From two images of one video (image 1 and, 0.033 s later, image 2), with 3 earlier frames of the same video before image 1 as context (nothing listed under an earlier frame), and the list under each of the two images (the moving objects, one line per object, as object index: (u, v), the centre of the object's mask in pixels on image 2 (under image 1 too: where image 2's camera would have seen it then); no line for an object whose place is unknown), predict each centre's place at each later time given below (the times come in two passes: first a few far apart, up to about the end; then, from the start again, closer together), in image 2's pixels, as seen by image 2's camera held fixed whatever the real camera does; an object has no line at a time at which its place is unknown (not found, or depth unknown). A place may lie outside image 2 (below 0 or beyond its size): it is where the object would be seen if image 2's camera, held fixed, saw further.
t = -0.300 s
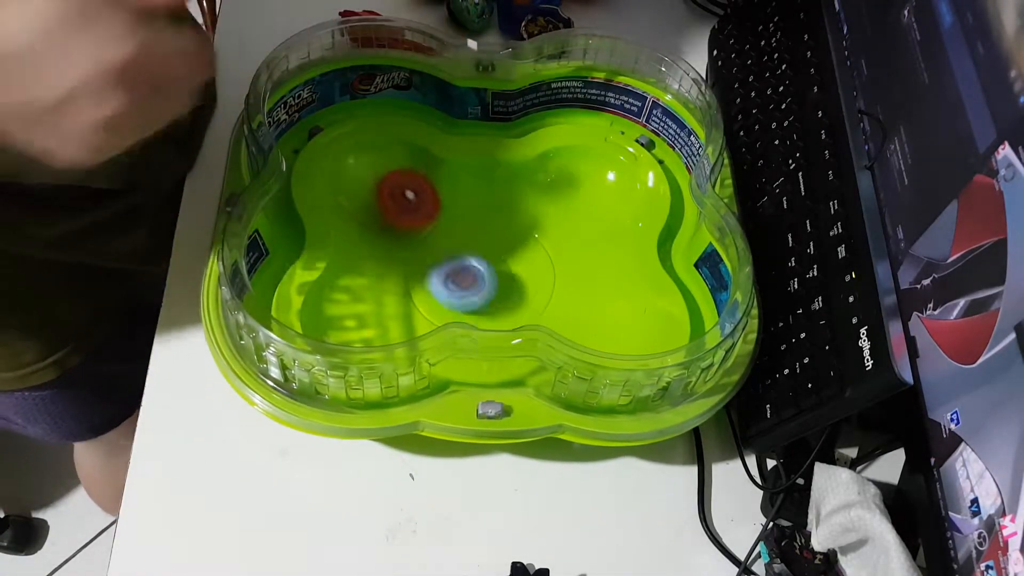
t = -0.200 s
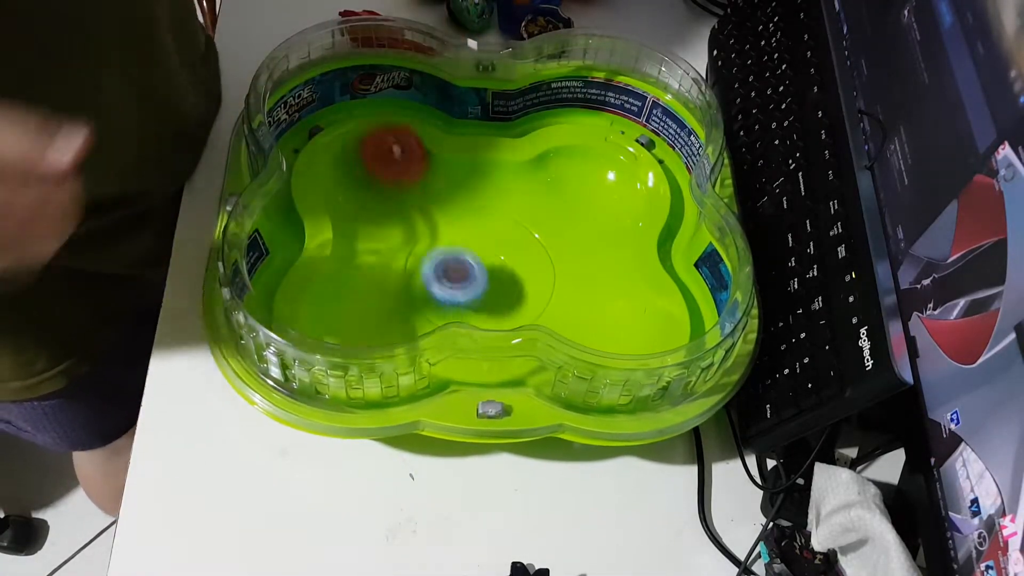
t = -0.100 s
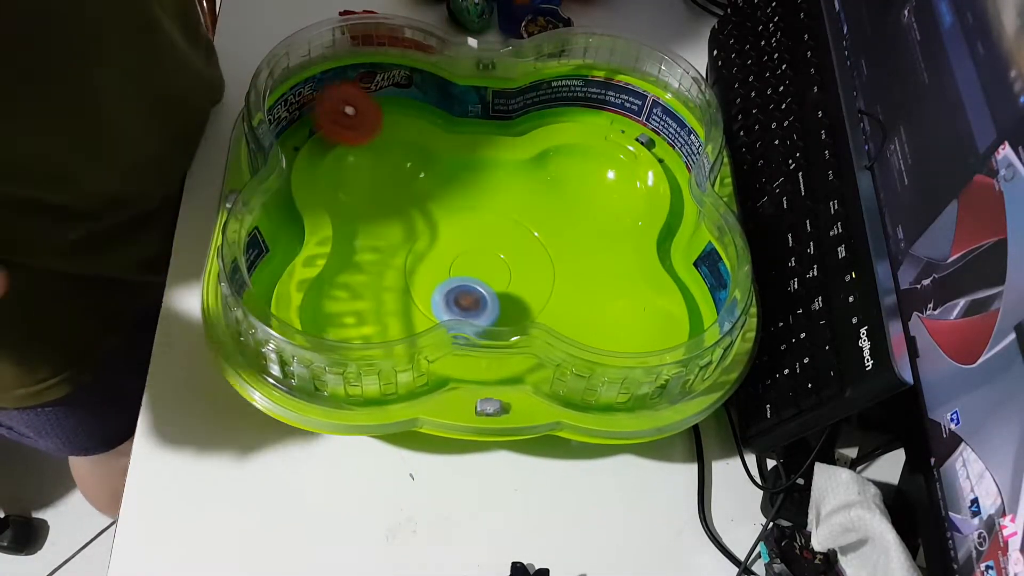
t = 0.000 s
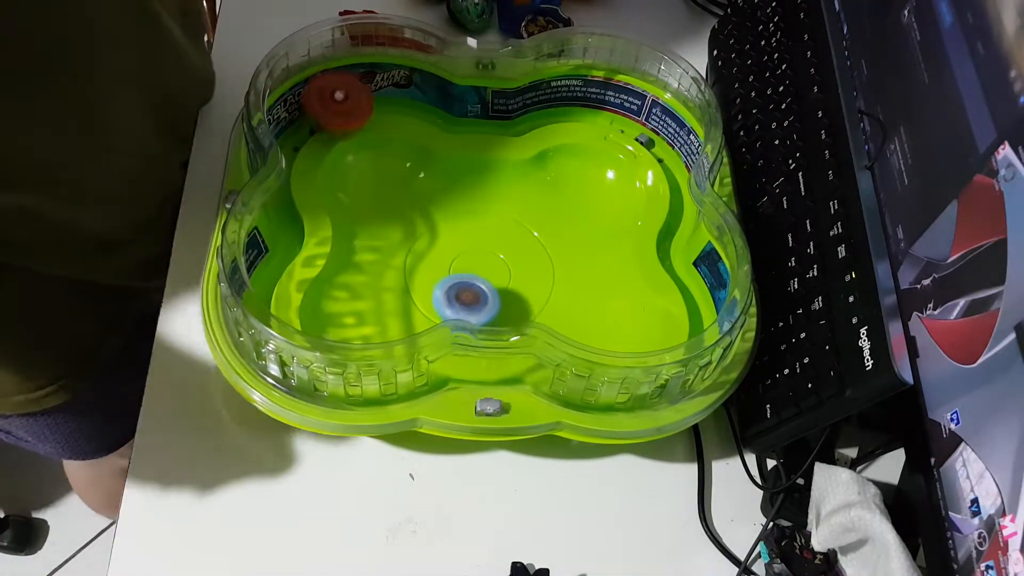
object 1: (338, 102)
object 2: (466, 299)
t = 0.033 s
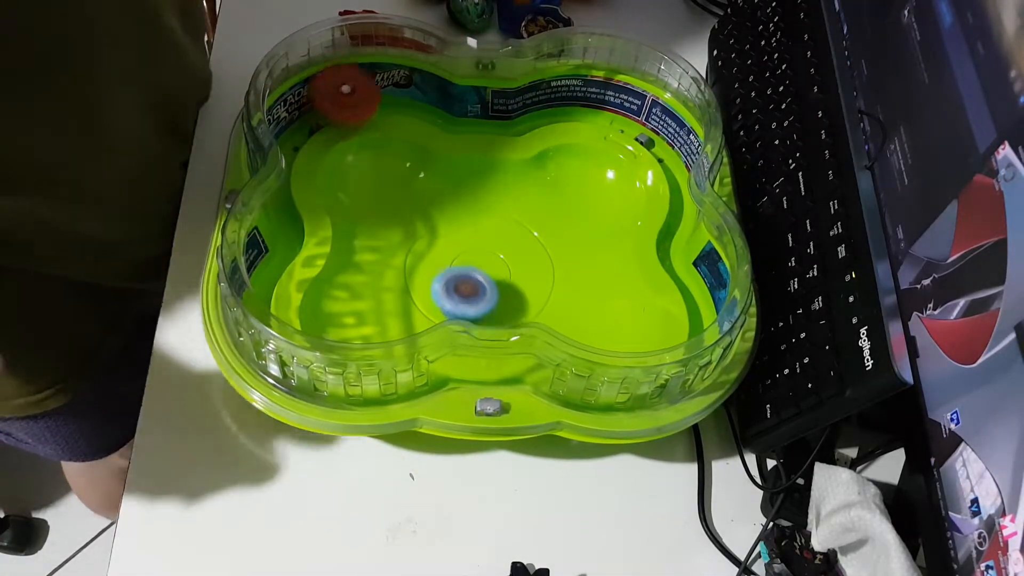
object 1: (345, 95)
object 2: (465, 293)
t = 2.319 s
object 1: (456, 212)
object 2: (379, 233)
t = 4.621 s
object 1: (575, 319)
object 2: (475, 232)
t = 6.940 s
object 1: (597, 303)
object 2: (572, 181)
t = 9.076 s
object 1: (569, 310)
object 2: (544, 195)
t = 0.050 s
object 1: (350, 92)
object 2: (463, 289)
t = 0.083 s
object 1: (360, 89)
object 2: (460, 279)
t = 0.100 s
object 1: (367, 90)
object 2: (459, 275)
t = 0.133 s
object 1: (380, 89)
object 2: (459, 265)
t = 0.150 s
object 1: (388, 89)
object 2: (460, 260)
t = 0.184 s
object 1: (405, 91)
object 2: (464, 251)
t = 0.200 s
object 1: (412, 92)
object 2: (468, 246)
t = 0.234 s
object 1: (429, 98)
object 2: (477, 238)
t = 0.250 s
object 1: (437, 103)
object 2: (482, 235)
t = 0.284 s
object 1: (450, 110)
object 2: (494, 229)
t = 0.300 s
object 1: (455, 115)
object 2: (500, 227)
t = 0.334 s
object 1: (462, 124)
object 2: (513, 224)
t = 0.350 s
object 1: (465, 130)
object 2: (519, 224)
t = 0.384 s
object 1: (468, 146)
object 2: (534, 224)
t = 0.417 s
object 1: (471, 172)
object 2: (549, 226)
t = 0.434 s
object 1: (470, 184)
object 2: (555, 227)
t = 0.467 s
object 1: (469, 220)
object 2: (567, 228)
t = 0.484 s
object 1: (468, 230)
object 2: (572, 230)
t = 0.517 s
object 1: (468, 251)
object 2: (577, 233)
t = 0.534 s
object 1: (471, 262)
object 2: (577, 236)
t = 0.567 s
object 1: (479, 280)
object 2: (578, 242)
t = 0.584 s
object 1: (484, 288)
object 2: (577, 246)
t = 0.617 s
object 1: (498, 300)
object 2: (573, 255)
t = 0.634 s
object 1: (507, 307)
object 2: (570, 261)
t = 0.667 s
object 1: (526, 316)
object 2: (565, 272)
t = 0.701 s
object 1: (544, 325)
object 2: (561, 272)
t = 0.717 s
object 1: (557, 320)
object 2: (561, 268)
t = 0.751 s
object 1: (579, 329)
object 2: (561, 259)
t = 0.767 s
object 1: (592, 329)
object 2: (561, 255)
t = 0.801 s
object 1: (608, 333)
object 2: (558, 249)
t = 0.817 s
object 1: (617, 332)
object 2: (556, 247)
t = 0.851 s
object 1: (630, 327)
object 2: (551, 244)
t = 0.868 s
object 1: (634, 322)
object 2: (548, 242)
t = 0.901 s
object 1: (632, 299)
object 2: (538, 238)
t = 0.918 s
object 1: (625, 287)
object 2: (532, 235)
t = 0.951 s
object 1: (605, 266)
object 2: (521, 229)
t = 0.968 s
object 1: (593, 258)
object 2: (516, 226)
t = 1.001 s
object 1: (572, 240)
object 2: (507, 218)
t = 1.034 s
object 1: (561, 228)
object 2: (493, 208)
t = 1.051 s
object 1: (559, 222)
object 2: (484, 203)
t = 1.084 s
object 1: (554, 214)
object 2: (467, 195)
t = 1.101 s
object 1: (551, 211)
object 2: (459, 193)
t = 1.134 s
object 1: (540, 208)
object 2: (443, 192)
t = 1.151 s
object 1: (533, 208)
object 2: (435, 194)
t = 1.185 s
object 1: (519, 208)
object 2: (421, 198)
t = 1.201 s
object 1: (511, 210)
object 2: (414, 202)
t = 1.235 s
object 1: (493, 213)
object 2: (401, 206)
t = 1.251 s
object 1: (483, 214)
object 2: (394, 207)
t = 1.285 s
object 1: (468, 217)
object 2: (383, 209)
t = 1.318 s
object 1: (453, 220)
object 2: (375, 208)
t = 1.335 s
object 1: (447, 222)
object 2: (372, 208)
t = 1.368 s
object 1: (434, 226)
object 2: (369, 207)
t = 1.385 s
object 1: (432, 228)
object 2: (366, 205)
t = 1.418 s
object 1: (434, 236)
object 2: (357, 197)
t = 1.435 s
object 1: (434, 239)
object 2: (356, 193)
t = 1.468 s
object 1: (436, 248)
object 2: (356, 186)
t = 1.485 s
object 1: (436, 252)
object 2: (361, 179)
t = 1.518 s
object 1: (434, 262)
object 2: (368, 170)
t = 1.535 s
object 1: (434, 265)
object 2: (374, 164)
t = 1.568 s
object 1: (435, 272)
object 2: (385, 154)
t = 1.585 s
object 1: (436, 275)
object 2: (391, 151)
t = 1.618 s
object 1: (442, 278)
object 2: (404, 151)
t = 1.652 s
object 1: (450, 281)
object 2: (413, 161)
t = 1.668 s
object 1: (455, 282)
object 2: (416, 168)
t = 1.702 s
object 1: (466, 282)
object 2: (423, 189)
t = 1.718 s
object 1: (472, 283)
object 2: (426, 199)
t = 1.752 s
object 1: (484, 283)
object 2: (431, 220)
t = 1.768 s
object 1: (490, 283)
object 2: (433, 231)
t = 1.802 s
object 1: (502, 280)
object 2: (437, 248)
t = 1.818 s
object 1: (507, 278)
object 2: (440, 257)
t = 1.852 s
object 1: (516, 274)
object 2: (445, 275)
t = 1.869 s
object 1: (518, 272)
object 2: (447, 280)
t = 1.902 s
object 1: (522, 265)
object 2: (451, 292)
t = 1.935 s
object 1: (522, 257)
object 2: (455, 297)
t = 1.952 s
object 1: (520, 253)
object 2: (456, 299)
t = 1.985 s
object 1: (520, 244)
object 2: (457, 302)
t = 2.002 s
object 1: (521, 240)
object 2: (457, 302)
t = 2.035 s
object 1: (520, 234)
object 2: (456, 302)
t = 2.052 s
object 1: (518, 231)
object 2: (455, 300)
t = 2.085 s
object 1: (512, 226)
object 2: (452, 297)
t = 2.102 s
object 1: (510, 224)
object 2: (449, 295)
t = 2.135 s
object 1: (500, 221)
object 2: (444, 285)
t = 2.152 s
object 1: (494, 219)
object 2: (441, 281)
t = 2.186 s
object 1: (483, 217)
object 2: (433, 268)
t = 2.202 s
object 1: (478, 218)
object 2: (429, 260)
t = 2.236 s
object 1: (471, 215)
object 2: (418, 251)
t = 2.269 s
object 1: (467, 213)
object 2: (401, 245)
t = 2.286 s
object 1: (464, 213)
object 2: (394, 242)
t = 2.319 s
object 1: (456, 212)
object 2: (379, 233)
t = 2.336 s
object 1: (451, 212)
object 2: (374, 229)
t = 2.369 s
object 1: (443, 212)
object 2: (365, 216)
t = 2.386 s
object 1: (439, 212)
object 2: (362, 211)
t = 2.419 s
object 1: (433, 213)
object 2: (362, 200)
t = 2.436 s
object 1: (431, 214)
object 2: (363, 194)
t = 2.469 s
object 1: (437, 220)
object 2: (361, 179)
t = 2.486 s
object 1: (441, 224)
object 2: (359, 168)
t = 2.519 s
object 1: (448, 231)
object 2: (365, 153)
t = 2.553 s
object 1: (456, 240)
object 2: (380, 143)
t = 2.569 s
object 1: (459, 244)
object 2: (388, 141)
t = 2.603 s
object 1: (469, 252)
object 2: (405, 146)
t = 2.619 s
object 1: (474, 256)
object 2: (412, 155)
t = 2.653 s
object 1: (484, 261)
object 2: (422, 175)
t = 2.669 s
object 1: (490, 264)
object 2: (428, 190)
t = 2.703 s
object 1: (502, 267)
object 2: (437, 219)
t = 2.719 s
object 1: (509, 270)
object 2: (442, 233)
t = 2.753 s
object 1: (519, 273)
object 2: (450, 257)
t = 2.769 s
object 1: (526, 274)
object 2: (455, 272)
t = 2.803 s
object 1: (535, 276)
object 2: (460, 291)
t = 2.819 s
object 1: (539, 277)
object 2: (463, 306)
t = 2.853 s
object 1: (546, 278)
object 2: (468, 315)
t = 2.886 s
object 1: (551, 280)
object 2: (471, 322)
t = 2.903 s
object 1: (552, 280)
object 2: (473, 323)
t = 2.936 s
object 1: (554, 280)
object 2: (476, 324)
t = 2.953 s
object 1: (554, 281)
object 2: (478, 323)
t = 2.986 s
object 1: (554, 281)
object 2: (481, 317)
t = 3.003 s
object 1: (554, 283)
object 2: (483, 309)
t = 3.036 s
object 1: (553, 285)
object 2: (485, 296)
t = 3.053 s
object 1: (553, 287)
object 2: (485, 287)
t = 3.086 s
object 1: (555, 290)
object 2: (484, 270)
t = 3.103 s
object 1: (556, 291)
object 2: (484, 262)
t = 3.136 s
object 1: (559, 295)
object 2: (483, 246)
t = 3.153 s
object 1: (560, 297)
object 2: (483, 238)
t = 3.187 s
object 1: (563, 301)
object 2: (484, 226)
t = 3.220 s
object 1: (568, 305)
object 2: (487, 217)
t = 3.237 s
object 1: (570, 307)
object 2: (489, 214)
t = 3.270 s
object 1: (575, 311)
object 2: (494, 210)
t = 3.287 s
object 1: (578, 313)
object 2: (496, 210)
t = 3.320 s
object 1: (583, 317)
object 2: (503, 213)
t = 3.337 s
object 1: (586, 318)
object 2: (506, 214)
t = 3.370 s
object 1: (591, 321)
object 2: (516, 222)
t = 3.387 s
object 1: (593, 322)
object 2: (522, 227)
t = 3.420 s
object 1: (597, 323)
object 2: (532, 237)
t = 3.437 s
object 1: (598, 323)
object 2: (536, 243)
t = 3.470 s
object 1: (600, 321)
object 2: (541, 253)
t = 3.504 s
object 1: (597, 318)
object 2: (543, 266)
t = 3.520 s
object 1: (595, 316)
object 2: (543, 273)
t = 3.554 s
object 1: (603, 318)
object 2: (534, 282)
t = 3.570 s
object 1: (605, 319)
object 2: (531, 285)
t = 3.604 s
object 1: (606, 317)
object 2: (519, 288)
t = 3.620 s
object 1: (606, 315)
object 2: (511, 289)
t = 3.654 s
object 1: (602, 311)
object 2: (495, 290)
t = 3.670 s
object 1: (599, 309)
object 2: (487, 290)
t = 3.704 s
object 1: (593, 307)
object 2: (470, 288)
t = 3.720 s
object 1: (590, 307)
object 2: (460, 287)
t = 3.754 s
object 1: (585, 308)
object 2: (444, 283)
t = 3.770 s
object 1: (583, 309)
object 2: (438, 281)
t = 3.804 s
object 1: (580, 312)
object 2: (426, 275)
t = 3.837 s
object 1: (579, 314)
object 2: (419, 268)
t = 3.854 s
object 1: (580, 316)
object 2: (416, 265)
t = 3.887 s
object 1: (582, 319)
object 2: (414, 257)
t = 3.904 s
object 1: (584, 321)
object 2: (414, 252)
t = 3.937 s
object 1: (589, 325)
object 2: (411, 245)
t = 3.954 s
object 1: (592, 326)
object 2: (410, 242)
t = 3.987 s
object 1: (599, 327)
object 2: (409, 234)
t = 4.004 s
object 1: (601, 327)
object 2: (410, 230)
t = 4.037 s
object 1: (602, 323)
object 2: (411, 221)
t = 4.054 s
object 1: (600, 320)
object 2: (410, 217)
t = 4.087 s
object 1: (593, 314)
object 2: (411, 210)
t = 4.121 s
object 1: (584, 306)
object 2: (416, 206)
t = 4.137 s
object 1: (579, 302)
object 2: (420, 204)
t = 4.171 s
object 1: (570, 295)
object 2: (428, 204)
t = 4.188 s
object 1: (565, 291)
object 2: (432, 205)
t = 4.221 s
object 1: (555, 284)
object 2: (442, 207)
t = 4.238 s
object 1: (549, 280)
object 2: (449, 210)
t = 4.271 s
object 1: (538, 273)
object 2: (460, 215)
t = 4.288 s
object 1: (533, 269)
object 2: (465, 217)
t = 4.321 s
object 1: (524, 265)
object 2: (474, 220)
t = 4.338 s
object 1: (525, 270)
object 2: (471, 214)
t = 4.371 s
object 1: (529, 283)
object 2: (465, 194)
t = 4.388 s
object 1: (530, 287)
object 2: (462, 187)
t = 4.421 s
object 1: (531, 294)
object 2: (460, 176)
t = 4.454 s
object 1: (534, 298)
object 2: (459, 173)
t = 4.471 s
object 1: (536, 299)
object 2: (459, 175)
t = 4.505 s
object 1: (542, 303)
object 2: (461, 183)
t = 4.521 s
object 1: (546, 305)
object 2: (463, 189)
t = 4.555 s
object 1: (555, 309)
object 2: (468, 203)
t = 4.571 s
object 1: (561, 312)
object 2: (469, 210)
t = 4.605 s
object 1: (571, 317)
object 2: (472, 225)
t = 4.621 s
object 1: (575, 319)
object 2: (475, 232)
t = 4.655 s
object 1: (585, 323)
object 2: (476, 248)
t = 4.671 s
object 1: (589, 324)
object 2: (476, 253)
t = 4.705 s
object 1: (595, 324)
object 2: (476, 265)
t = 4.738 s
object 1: (599, 322)
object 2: (474, 276)
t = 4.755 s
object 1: (599, 321)
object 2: (471, 283)
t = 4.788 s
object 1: (597, 314)
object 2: (466, 290)
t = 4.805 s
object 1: (595, 310)
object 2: (464, 293)
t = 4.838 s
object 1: (590, 301)
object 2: (456, 297)
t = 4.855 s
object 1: (588, 297)
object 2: (450, 298)
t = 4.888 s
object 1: (580, 288)
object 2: (439, 301)
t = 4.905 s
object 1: (575, 285)
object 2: (433, 302)
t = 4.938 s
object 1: (564, 275)
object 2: (420, 305)
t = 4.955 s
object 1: (557, 271)
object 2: (413, 304)
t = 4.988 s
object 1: (544, 262)
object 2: (397, 305)
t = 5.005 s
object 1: (539, 258)
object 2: (389, 304)
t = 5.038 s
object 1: (529, 252)
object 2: (377, 306)
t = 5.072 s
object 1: (521, 246)
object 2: (368, 306)
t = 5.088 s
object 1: (517, 243)
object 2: (364, 305)
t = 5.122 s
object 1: (509, 238)
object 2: (362, 302)
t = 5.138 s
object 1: (503, 235)
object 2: (362, 301)
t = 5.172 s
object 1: (489, 229)
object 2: (365, 297)
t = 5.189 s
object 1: (482, 227)
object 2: (369, 295)
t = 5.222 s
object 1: (468, 223)
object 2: (375, 294)
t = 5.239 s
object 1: (462, 223)
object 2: (379, 293)
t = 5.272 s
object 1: (450, 220)
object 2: (386, 293)
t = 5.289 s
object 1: (444, 218)
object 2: (388, 294)
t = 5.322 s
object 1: (433, 216)
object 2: (394, 297)
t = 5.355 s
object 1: (423, 214)
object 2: (398, 301)
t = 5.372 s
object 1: (419, 213)
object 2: (399, 303)
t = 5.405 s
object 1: (410, 212)
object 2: (400, 307)
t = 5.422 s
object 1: (406, 212)
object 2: (401, 308)
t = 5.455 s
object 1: (401, 213)
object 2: (399, 310)
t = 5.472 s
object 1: (399, 214)
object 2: (398, 311)
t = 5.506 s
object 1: (398, 215)
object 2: (394, 313)
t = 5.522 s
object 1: (399, 217)
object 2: (392, 314)
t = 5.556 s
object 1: (401, 220)
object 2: (389, 314)
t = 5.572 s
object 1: (402, 221)
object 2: (387, 313)
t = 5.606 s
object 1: (407, 223)
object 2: (386, 311)
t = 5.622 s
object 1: (409, 225)
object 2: (386, 309)
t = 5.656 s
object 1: (415, 225)
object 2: (388, 302)
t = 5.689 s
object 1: (420, 228)
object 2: (392, 295)
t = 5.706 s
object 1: (423, 229)
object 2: (395, 290)
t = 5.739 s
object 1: (429, 228)
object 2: (403, 281)
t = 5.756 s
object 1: (434, 225)
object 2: (408, 279)
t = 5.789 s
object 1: (443, 215)
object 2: (414, 280)
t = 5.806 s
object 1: (446, 210)
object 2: (418, 280)
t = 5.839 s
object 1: (450, 201)
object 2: (425, 279)
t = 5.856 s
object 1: (451, 197)
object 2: (427, 279)
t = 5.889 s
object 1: (451, 190)
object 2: (435, 278)
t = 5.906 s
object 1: (450, 189)
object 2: (437, 278)
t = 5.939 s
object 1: (444, 188)
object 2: (443, 277)
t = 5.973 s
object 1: (437, 189)
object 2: (450, 276)
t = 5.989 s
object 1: (432, 191)
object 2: (452, 275)
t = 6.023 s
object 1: (424, 196)
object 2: (458, 273)
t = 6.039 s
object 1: (421, 197)
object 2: (461, 272)
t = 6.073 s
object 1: (415, 202)
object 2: (467, 268)
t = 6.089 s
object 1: (415, 204)
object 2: (471, 267)
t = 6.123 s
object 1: (415, 209)
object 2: (477, 264)
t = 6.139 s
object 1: (417, 213)
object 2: (482, 262)
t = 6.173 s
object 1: (422, 222)
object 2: (489, 259)
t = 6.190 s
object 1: (425, 226)
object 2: (493, 258)
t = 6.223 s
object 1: (434, 238)
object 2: (500, 255)
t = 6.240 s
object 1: (438, 244)
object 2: (505, 254)
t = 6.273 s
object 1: (442, 256)
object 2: (519, 253)
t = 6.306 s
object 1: (447, 268)
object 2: (529, 252)
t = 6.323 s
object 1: (449, 273)
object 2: (534, 251)
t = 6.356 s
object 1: (456, 282)
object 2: (542, 251)
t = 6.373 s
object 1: (460, 287)
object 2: (545, 251)
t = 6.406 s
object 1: (471, 294)
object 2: (552, 251)
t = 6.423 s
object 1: (476, 297)
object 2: (554, 251)
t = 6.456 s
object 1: (489, 301)
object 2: (558, 251)
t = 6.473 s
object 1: (495, 302)
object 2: (559, 251)
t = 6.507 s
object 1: (506, 304)
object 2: (562, 252)
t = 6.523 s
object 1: (512, 304)
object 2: (561, 252)
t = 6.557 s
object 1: (526, 303)
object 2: (561, 253)
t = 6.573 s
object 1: (534, 303)
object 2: (560, 253)
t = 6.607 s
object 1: (544, 307)
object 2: (559, 248)
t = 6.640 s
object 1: (555, 313)
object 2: (559, 239)
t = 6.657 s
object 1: (562, 316)
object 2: (557, 235)
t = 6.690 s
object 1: (575, 322)
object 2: (550, 227)
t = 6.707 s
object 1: (582, 324)
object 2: (547, 222)
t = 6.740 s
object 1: (591, 327)
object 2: (541, 211)
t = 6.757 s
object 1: (596, 328)
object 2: (541, 205)
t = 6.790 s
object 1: (601, 328)
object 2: (540, 195)
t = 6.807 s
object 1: (604, 327)
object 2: (541, 188)
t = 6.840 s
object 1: (607, 324)
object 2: (544, 181)
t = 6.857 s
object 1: (607, 322)
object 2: (548, 178)
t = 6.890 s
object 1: (604, 315)
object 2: (555, 178)
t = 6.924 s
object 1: (599, 308)
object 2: (565, 180)
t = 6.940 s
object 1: (597, 303)
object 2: (572, 181)
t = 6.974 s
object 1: (589, 294)
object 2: (582, 185)
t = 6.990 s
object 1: (584, 290)
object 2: (587, 186)
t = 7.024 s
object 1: (572, 280)
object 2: (591, 190)
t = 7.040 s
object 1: (565, 276)
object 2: (592, 192)
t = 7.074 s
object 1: (553, 267)
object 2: (589, 199)
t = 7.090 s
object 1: (547, 263)
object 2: (587, 202)
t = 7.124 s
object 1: (536, 256)
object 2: (579, 211)
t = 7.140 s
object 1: (531, 253)
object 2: (576, 214)
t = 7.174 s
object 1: (516, 253)
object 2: (570, 217)
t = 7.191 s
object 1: (505, 253)
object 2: (568, 216)
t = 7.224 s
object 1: (489, 252)
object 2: (568, 214)
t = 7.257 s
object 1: (473, 248)
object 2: (567, 212)
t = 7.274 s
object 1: (465, 247)
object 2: (567, 210)
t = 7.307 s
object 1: (451, 245)
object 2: (567, 206)
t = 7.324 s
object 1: (444, 244)
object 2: (567, 205)
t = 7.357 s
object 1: (434, 242)
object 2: (569, 199)
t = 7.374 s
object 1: (429, 240)
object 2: (569, 198)
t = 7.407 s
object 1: (423, 239)
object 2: (570, 194)
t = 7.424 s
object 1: (420, 238)
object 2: (571, 192)
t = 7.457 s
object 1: (414, 234)
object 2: (574, 188)
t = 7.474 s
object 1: (412, 233)
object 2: (574, 187)
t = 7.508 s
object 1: (410, 230)
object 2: (578, 185)
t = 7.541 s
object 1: (408, 227)
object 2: (579, 185)
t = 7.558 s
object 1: (409, 225)
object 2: (581, 185)
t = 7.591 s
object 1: (410, 222)
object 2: (582, 187)
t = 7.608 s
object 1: (411, 220)
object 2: (583, 188)
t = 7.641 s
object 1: (412, 215)
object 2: (583, 192)
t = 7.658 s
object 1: (414, 213)
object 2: (583, 195)
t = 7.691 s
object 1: (414, 207)
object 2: (582, 200)
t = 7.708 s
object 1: (415, 204)
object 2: (580, 204)
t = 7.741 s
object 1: (415, 197)
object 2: (576, 211)
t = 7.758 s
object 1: (415, 195)
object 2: (572, 215)
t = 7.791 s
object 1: (414, 188)
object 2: (565, 224)
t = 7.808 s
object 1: (413, 186)
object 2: (559, 229)
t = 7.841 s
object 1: (410, 179)
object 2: (549, 238)
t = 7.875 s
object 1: (405, 174)
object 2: (535, 246)
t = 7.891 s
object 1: (403, 171)
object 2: (530, 250)
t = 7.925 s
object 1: (397, 167)
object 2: (518, 256)
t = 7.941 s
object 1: (393, 165)
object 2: (512, 260)
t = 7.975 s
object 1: (388, 164)
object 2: (501, 265)
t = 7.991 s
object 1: (385, 164)
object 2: (493, 269)
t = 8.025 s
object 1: (379, 170)
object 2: (481, 272)
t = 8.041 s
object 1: (377, 171)
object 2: (473, 272)
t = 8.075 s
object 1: (375, 179)
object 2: (460, 275)
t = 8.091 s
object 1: (375, 183)
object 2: (453, 274)
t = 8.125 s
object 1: (376, 192)
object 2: (440, 276)
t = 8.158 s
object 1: (379, 204)
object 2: (429, 276)
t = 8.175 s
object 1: (382, 210)
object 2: (424, 277)
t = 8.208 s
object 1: (391, 222)
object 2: (419, 279)
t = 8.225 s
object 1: (395, 225)
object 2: (418, 283)
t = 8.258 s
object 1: (401, 230)
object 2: (418, 293)
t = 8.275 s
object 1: (403, 233)
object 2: (415, 298)
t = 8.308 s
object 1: (408, 236)
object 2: (412, 308)
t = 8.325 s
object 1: (411, 238)
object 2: (409, 312)
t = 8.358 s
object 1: (417, 242)
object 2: (402, 318)
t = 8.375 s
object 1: (420, 244)
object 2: (397, 322)
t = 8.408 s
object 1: (427, 246)
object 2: (384, 326)
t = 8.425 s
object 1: (431, 249)
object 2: (380, 331)
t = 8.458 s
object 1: (438, 251)
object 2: (365, 332)
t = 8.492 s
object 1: (446, 255)
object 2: (354, 328)
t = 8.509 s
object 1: (450, 256)
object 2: (351, 323)
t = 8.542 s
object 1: (457, 261)
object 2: (348, 313)
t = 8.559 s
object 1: (461, 261)
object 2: (351, 308)
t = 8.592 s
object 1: (471, 265)
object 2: (361, 298)
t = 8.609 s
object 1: (476, 265)
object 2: (368, 293)
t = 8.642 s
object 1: (486, 268)
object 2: (382, 286)
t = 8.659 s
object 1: (491, 269)
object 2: (389, 282)
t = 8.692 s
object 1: (501, 270)
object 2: (404, 276)
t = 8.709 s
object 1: (506, 270)
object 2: (411, 273)
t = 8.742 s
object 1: (515, 272)
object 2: (426, 268)
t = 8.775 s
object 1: (523, 272)
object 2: (441, 263)
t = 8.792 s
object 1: (526, 273)
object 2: (449, 260)
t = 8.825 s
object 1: (530, 273)
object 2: (464, 255)
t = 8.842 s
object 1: (534, 274)
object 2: (471, 252)
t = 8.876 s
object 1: (539, 276)
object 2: (484, 247)
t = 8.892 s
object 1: (544, 280)
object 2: (488, 241)
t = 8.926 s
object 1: (548, 286)
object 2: (496, 231)
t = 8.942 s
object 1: (550, 288)
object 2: (500, 227)
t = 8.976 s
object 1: (556, 294)
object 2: (511, 217)
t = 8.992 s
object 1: (557, 296)
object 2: (515, 213)
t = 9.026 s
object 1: (562, 302)
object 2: (526, 205)
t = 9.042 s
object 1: (564, 304)
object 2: (532, 201)
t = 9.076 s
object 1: (569, 310)
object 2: (544, 195)
